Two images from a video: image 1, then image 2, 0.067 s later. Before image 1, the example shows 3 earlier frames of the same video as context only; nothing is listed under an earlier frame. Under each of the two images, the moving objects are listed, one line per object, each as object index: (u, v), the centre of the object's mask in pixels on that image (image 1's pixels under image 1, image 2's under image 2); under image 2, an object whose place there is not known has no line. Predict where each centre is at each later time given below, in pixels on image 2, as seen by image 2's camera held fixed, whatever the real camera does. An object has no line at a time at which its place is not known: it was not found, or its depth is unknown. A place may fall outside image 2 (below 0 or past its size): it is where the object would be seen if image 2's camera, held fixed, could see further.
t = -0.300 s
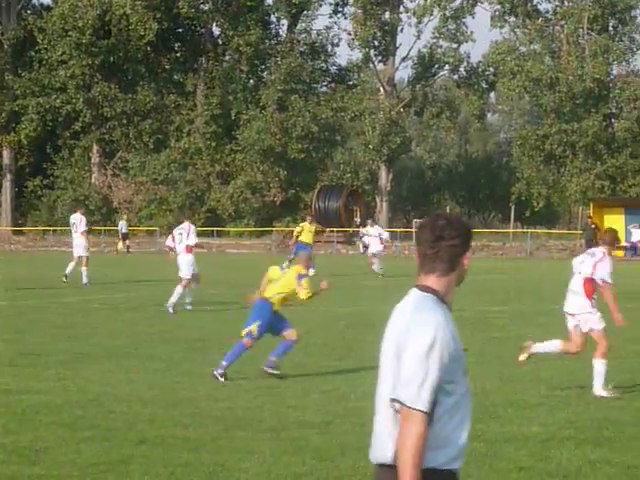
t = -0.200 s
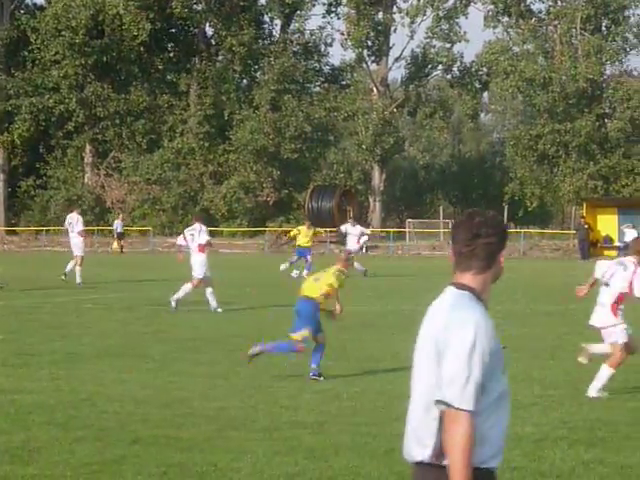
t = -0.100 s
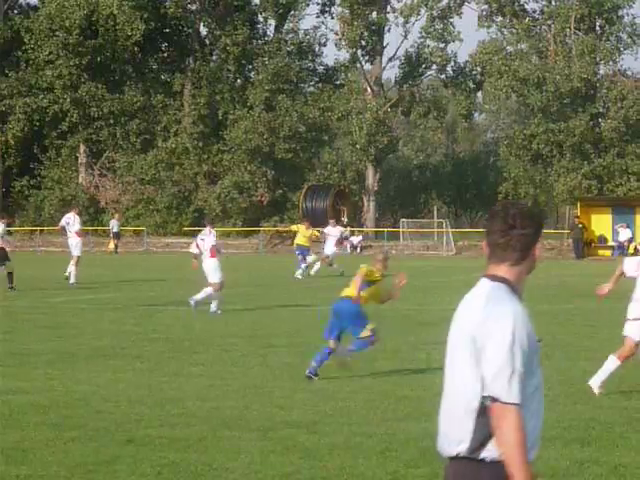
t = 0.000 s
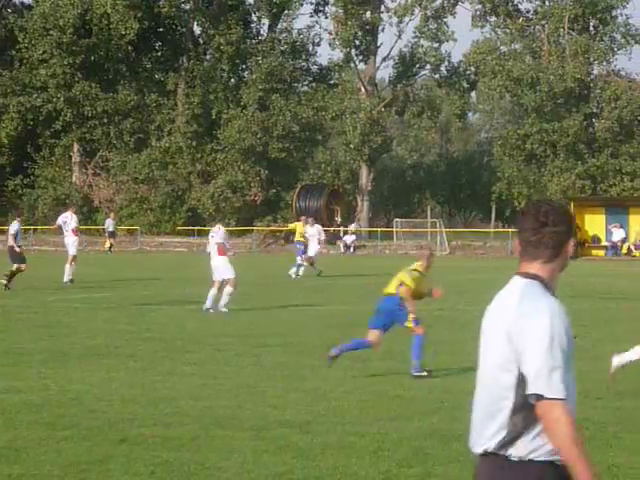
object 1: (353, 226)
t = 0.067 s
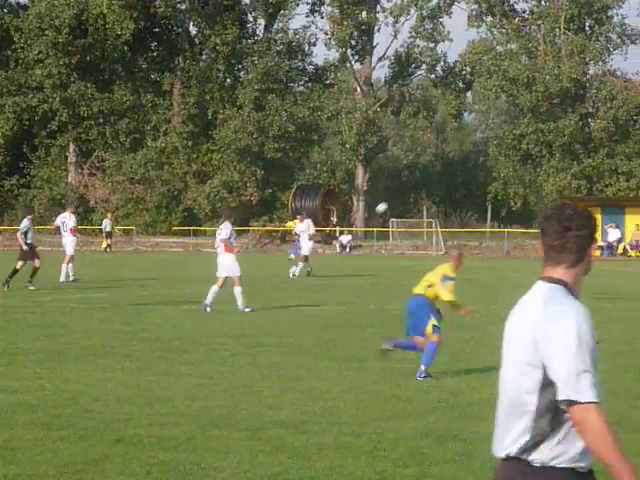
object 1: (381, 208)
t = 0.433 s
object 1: (578, 109)
